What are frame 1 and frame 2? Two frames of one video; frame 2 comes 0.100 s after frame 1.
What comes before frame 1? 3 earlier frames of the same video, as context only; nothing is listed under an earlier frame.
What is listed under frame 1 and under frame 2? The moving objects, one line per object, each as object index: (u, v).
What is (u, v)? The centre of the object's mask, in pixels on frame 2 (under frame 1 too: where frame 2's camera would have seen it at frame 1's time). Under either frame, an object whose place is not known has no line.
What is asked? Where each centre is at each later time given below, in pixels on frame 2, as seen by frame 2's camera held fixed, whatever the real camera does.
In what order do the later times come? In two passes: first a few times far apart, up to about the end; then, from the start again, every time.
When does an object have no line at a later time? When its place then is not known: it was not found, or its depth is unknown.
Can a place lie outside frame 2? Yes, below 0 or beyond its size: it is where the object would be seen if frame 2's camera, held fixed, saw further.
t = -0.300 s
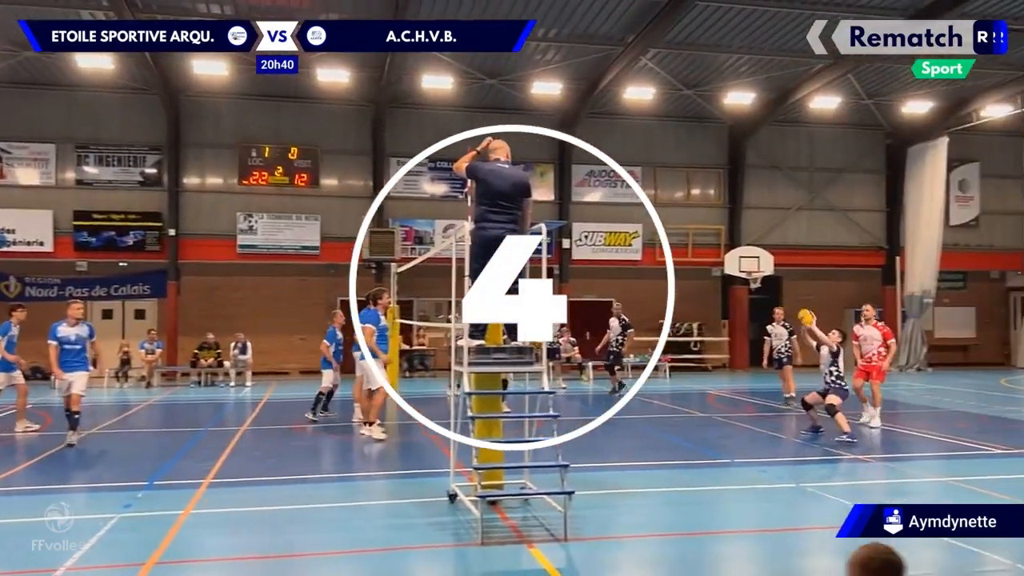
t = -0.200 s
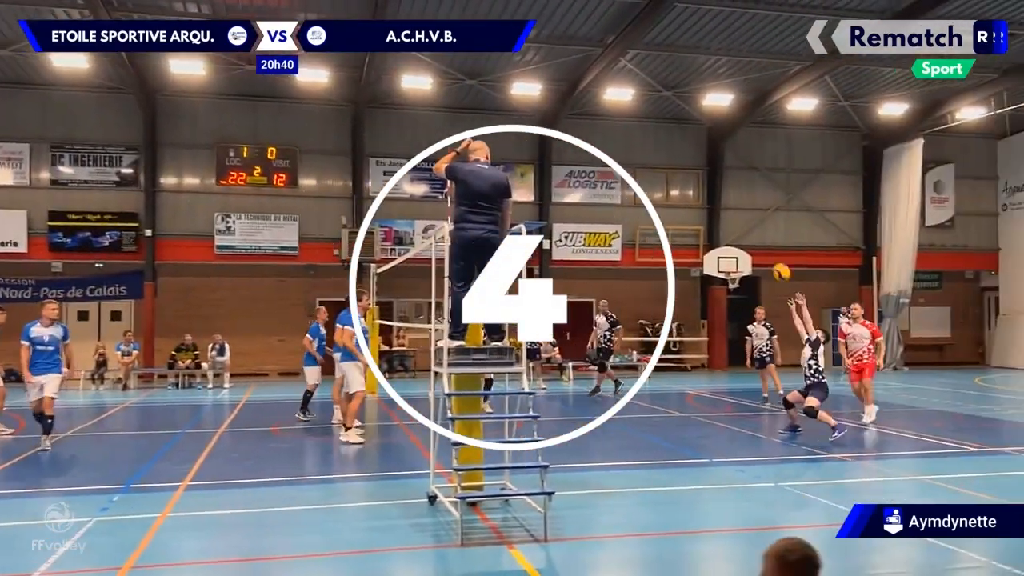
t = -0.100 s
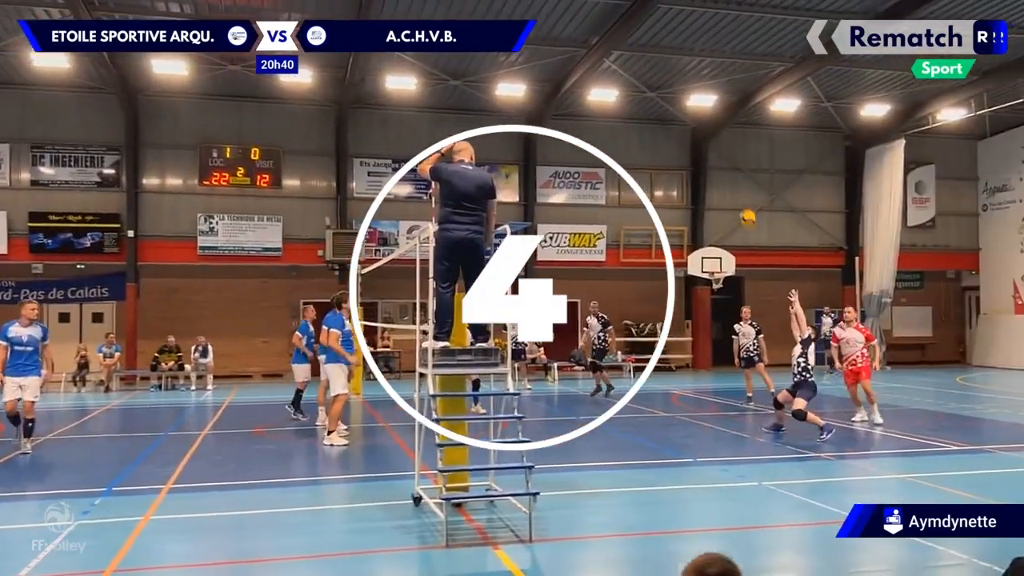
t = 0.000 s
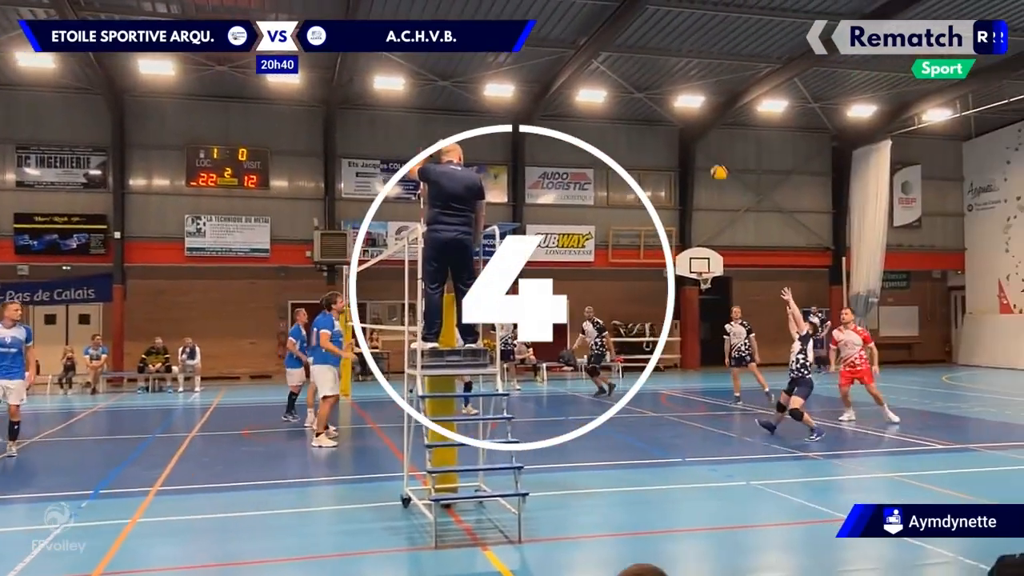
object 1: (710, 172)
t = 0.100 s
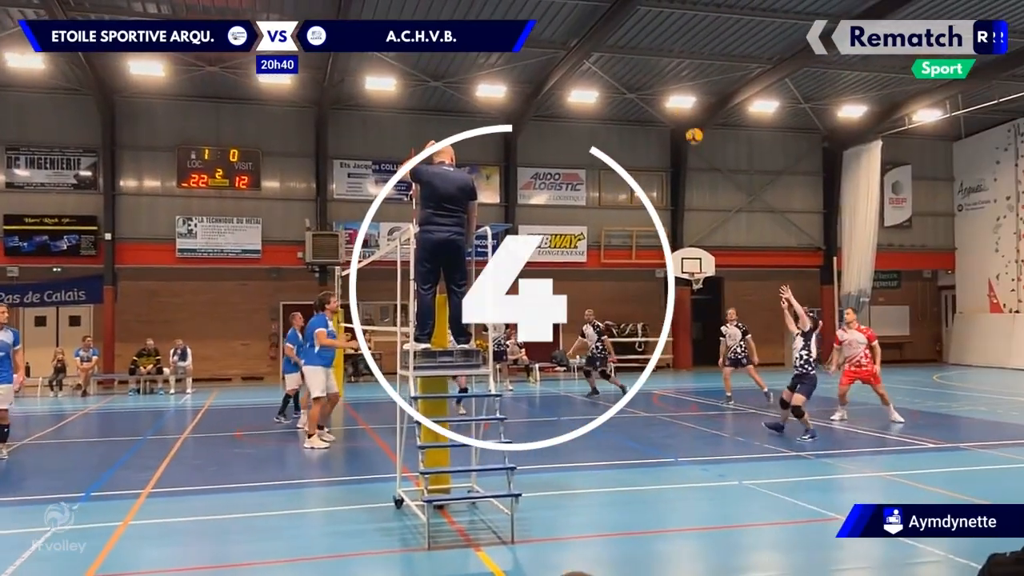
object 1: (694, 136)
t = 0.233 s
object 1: (671, 98)
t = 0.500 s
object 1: (629, 62)
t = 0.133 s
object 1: (688, 126)
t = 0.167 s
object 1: (683, 115)
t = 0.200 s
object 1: (677, 107)
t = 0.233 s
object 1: (671, 98)
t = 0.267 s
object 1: (666, 91)
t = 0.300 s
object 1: (661, 84)
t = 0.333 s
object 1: (656, 79)
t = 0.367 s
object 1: (650, 74)
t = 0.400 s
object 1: (645, 70)
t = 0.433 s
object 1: (640, 66)
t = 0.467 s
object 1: (634, 64)
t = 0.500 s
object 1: (629, 62)
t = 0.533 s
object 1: (624, 62)
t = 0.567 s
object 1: (619, 61)
